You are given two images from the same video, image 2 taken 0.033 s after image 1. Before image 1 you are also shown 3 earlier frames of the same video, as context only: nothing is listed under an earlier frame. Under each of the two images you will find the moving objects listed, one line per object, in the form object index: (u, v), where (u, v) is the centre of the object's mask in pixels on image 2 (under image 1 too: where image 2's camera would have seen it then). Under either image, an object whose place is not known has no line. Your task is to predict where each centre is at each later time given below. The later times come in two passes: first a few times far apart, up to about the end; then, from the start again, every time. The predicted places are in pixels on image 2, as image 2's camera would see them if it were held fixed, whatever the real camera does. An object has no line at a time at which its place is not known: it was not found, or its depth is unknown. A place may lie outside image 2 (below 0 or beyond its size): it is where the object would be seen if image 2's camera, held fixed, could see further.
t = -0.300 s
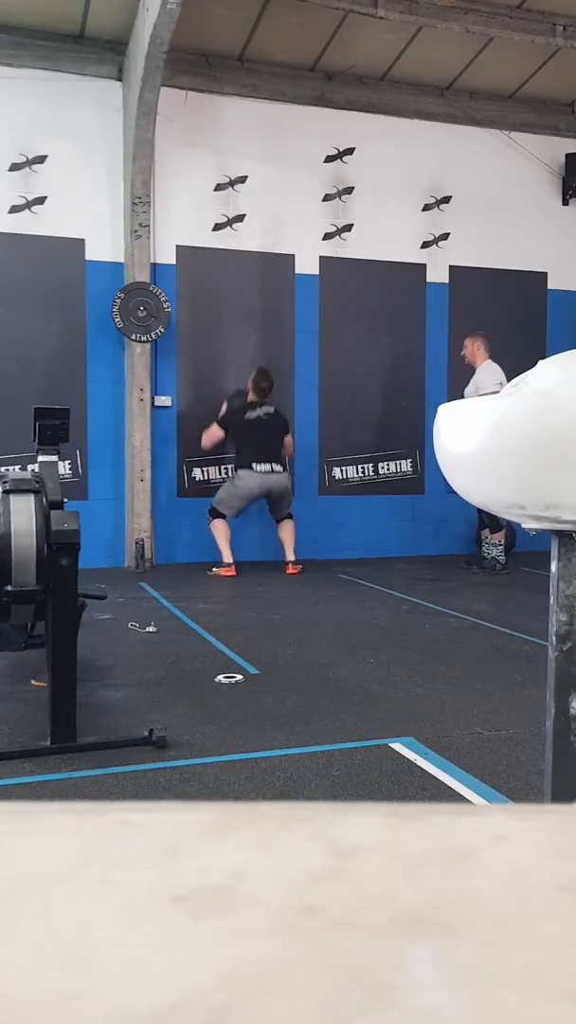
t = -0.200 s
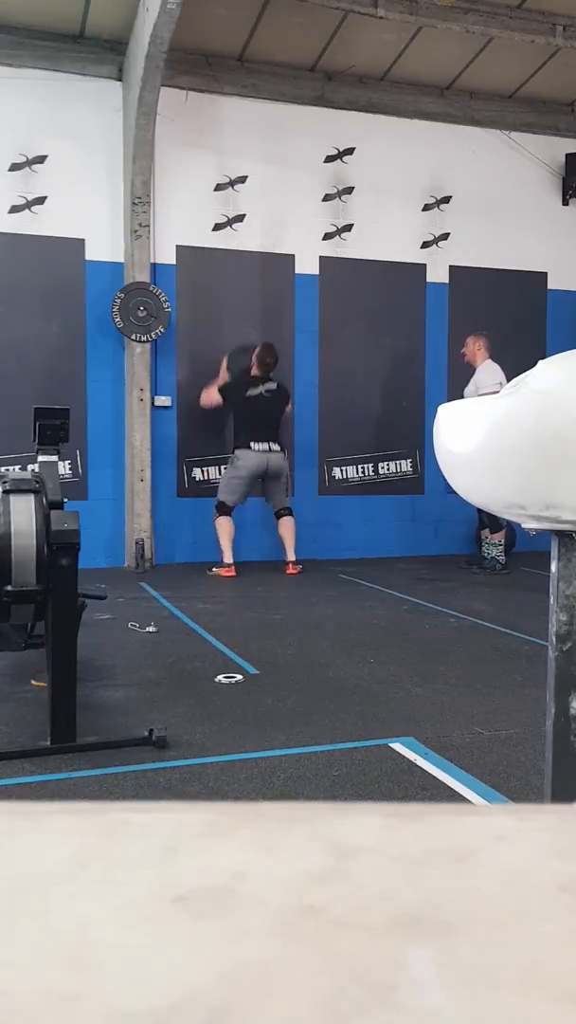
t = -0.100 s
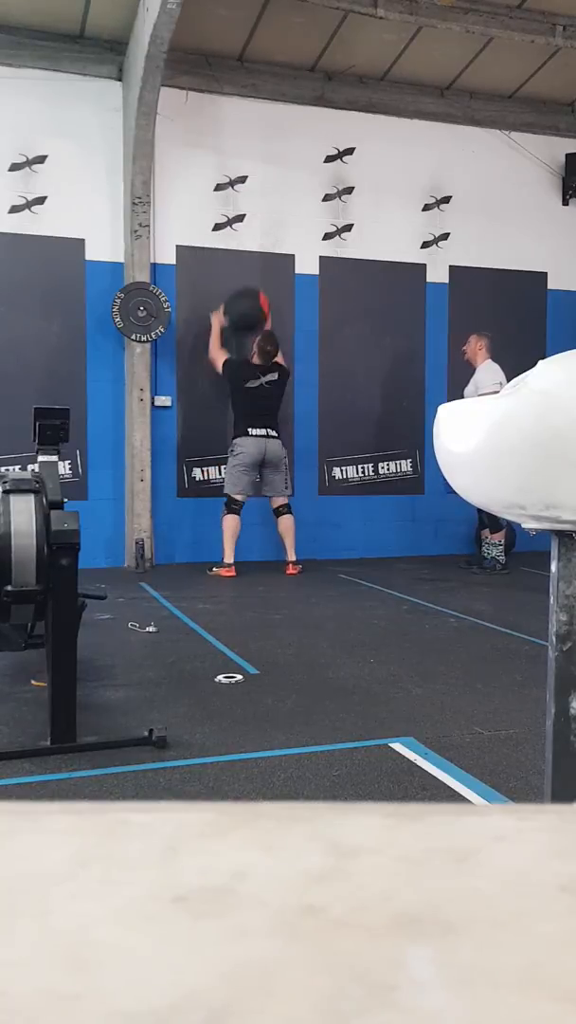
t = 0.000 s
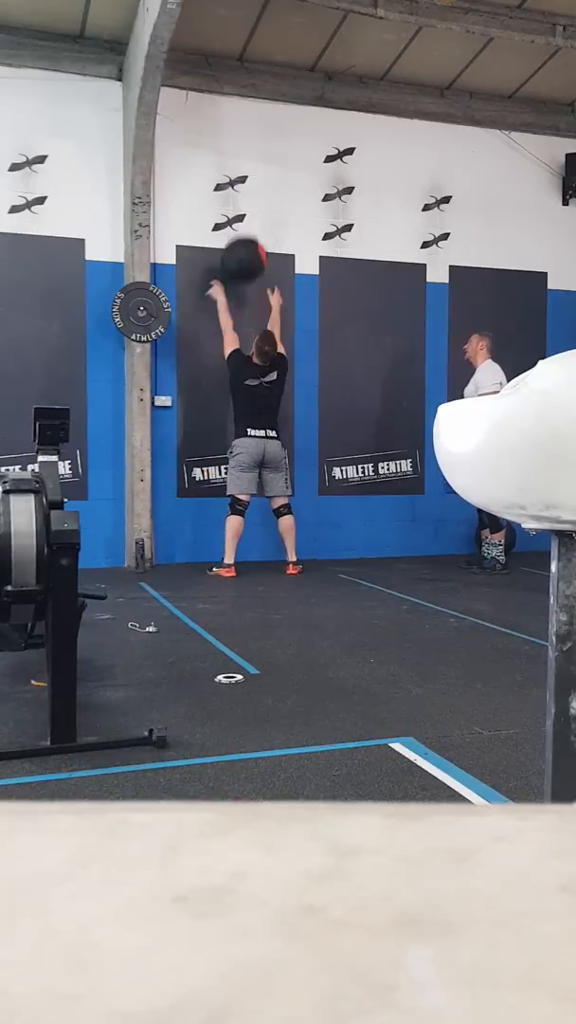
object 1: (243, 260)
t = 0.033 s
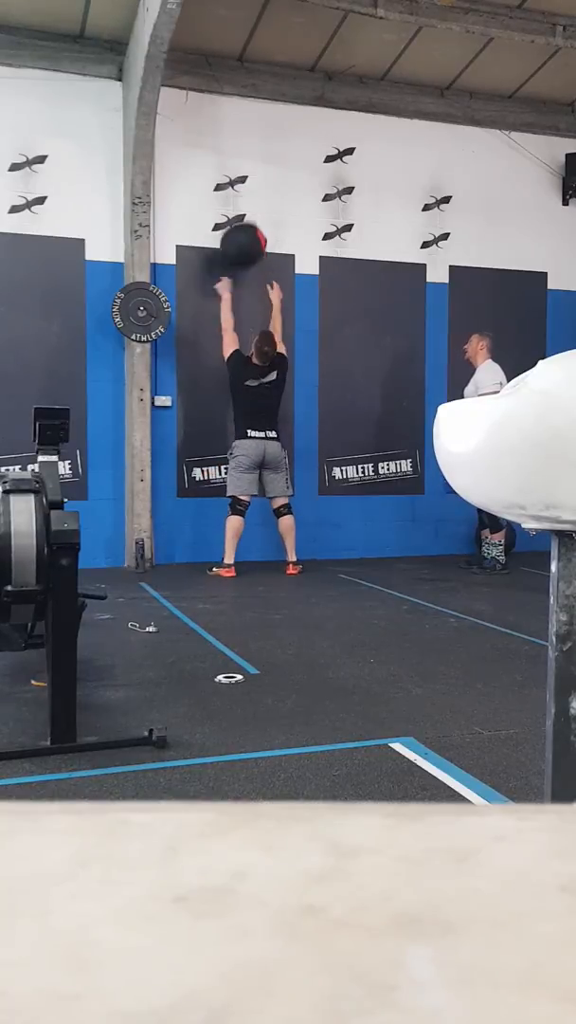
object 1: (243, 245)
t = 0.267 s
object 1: (236, 184)
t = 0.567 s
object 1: (239, 200)
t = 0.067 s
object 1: (242, 231)
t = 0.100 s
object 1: (241, 219)
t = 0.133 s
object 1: (240, 210)
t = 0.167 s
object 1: (239, 200)
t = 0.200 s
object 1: (238, 193)
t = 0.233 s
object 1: (237, 188)
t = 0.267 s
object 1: (236, 184)
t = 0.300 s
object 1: (235, 182)
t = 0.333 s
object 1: (234, 181)
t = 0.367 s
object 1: (235, 180)
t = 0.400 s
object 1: (235, 180)
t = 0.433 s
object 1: (236, 181)
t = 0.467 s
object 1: (236, 184)
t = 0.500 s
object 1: (237, 188)
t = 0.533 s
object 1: (238, 193)
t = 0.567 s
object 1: (239, 200)
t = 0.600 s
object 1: (239, 209)
